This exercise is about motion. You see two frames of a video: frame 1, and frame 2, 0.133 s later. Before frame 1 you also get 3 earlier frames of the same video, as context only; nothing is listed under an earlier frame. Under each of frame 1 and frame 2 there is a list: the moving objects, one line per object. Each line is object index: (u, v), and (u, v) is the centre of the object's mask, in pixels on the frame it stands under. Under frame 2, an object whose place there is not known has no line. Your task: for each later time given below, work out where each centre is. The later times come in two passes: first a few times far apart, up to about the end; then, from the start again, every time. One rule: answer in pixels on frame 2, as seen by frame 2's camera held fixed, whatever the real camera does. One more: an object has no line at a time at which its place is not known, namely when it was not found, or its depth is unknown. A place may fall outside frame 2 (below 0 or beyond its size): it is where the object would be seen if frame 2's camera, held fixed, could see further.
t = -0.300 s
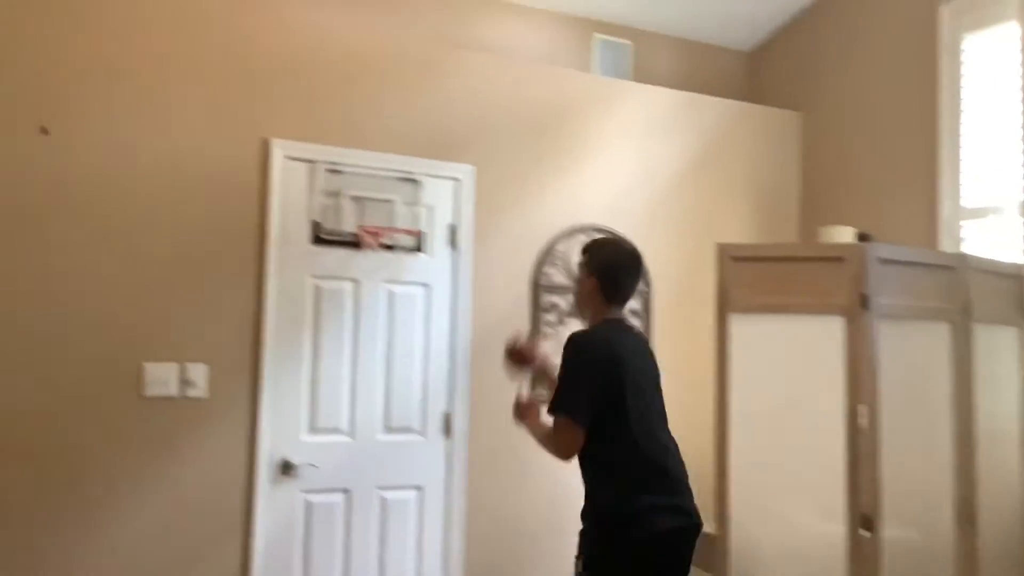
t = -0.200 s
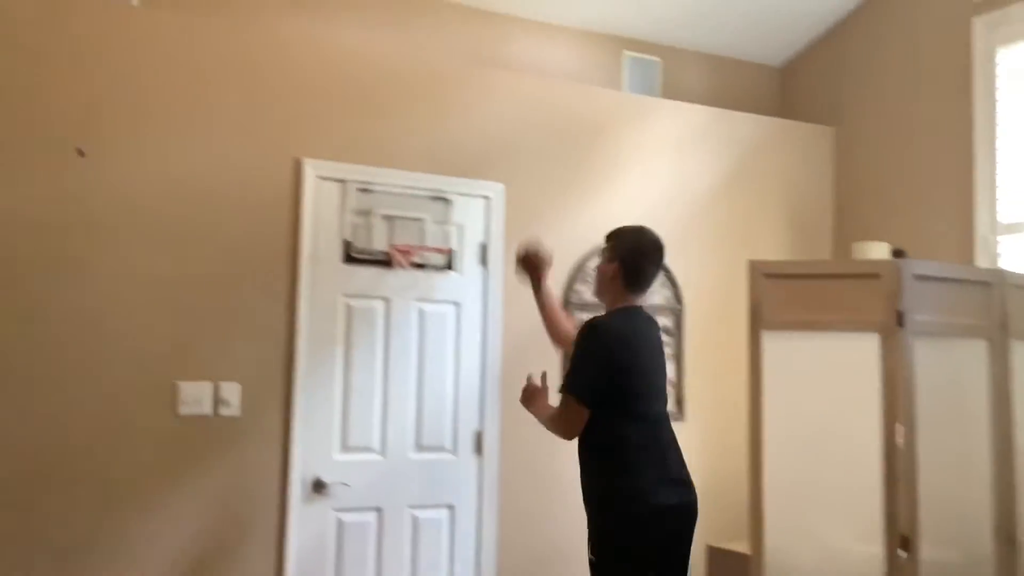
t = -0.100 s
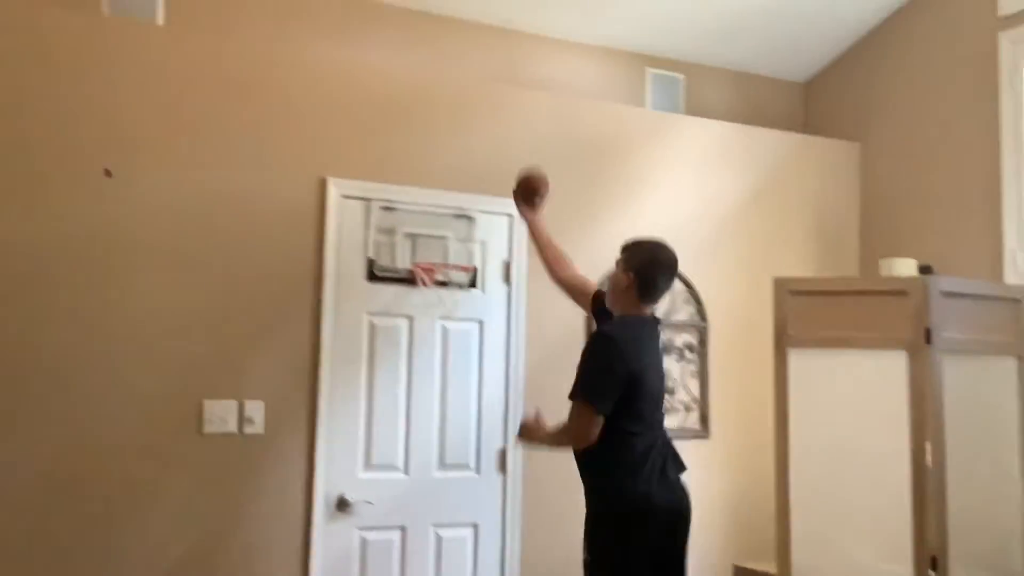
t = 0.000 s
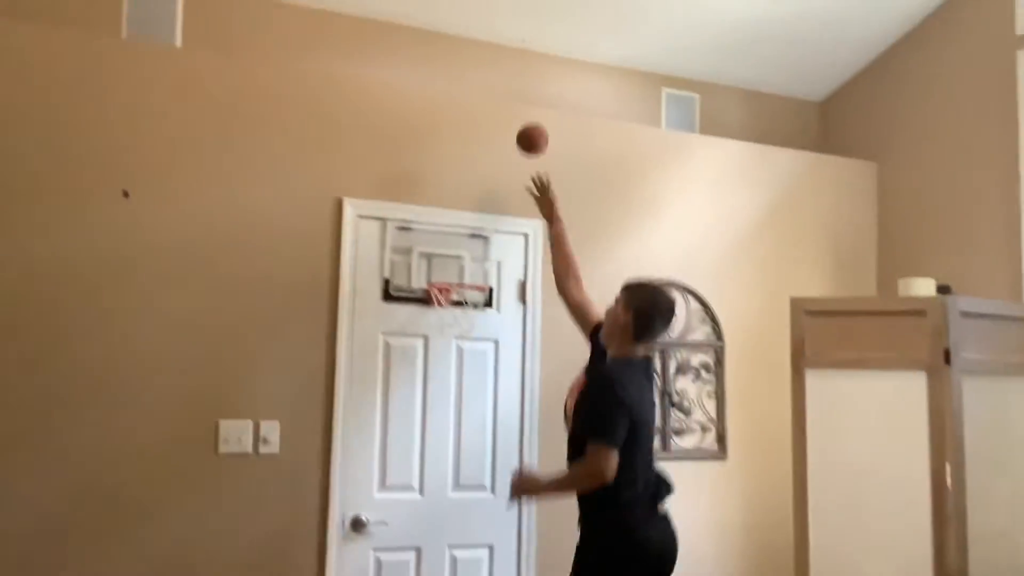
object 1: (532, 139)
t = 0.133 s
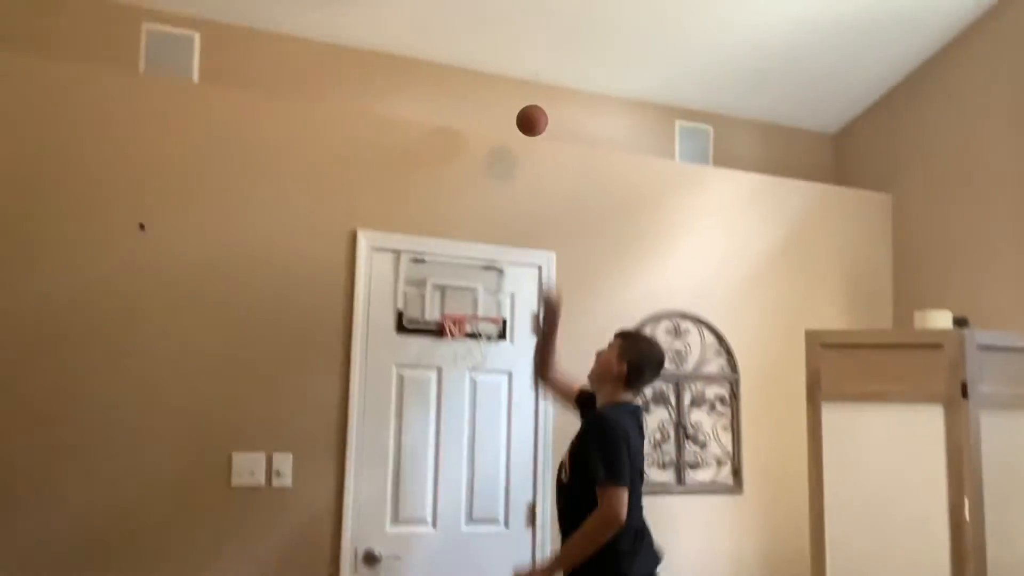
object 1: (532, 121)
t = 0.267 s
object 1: (518, 114)
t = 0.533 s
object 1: (504, 173)
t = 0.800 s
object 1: (514, 320)
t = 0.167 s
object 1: (528, 115)
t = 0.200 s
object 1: (525, 112)
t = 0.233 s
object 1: (522, 111)
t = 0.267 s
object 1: (518, 114)
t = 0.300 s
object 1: (514, 120)
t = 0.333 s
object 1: (511, 128)
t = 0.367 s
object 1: (507, 137)
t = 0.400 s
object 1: (502, 151)
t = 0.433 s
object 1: (499, 163)
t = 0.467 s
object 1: (502, 164)
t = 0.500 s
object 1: (502, 167)
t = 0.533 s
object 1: (504, 173)
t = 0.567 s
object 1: (504, 183)
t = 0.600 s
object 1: (505, 194)
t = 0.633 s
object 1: (506, 210)
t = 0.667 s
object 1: (507, 228)
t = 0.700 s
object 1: (508, 247)
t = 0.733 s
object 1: (508, 274)
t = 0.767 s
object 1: (508, 302)
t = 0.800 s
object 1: (514, 320)
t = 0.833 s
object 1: (530, 334)
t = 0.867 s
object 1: (547, 351)
